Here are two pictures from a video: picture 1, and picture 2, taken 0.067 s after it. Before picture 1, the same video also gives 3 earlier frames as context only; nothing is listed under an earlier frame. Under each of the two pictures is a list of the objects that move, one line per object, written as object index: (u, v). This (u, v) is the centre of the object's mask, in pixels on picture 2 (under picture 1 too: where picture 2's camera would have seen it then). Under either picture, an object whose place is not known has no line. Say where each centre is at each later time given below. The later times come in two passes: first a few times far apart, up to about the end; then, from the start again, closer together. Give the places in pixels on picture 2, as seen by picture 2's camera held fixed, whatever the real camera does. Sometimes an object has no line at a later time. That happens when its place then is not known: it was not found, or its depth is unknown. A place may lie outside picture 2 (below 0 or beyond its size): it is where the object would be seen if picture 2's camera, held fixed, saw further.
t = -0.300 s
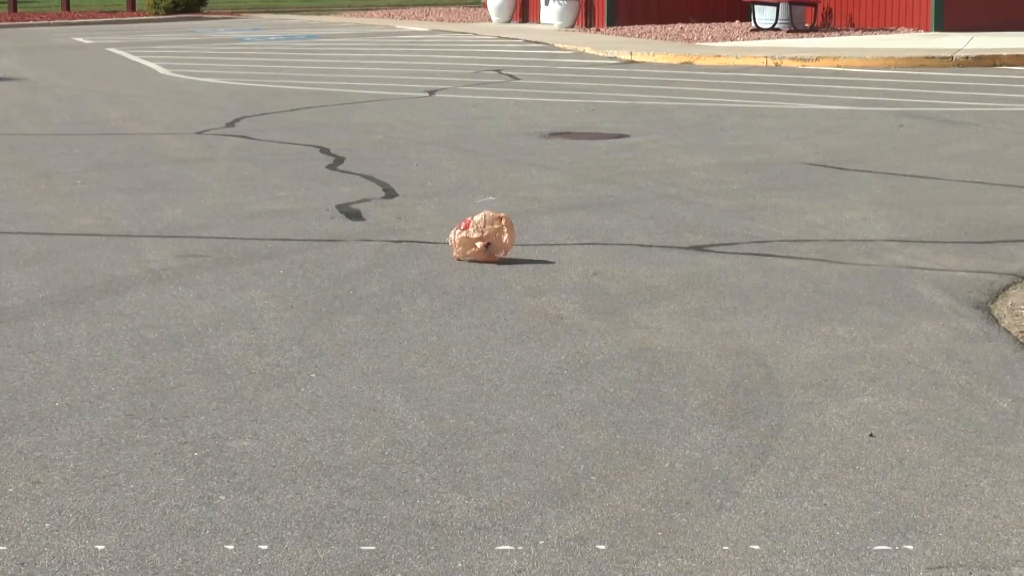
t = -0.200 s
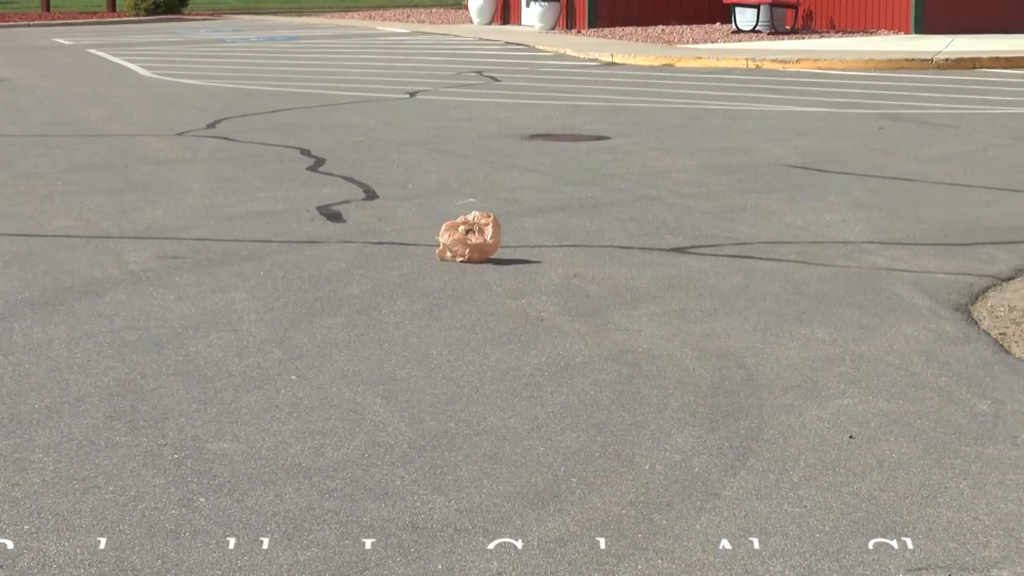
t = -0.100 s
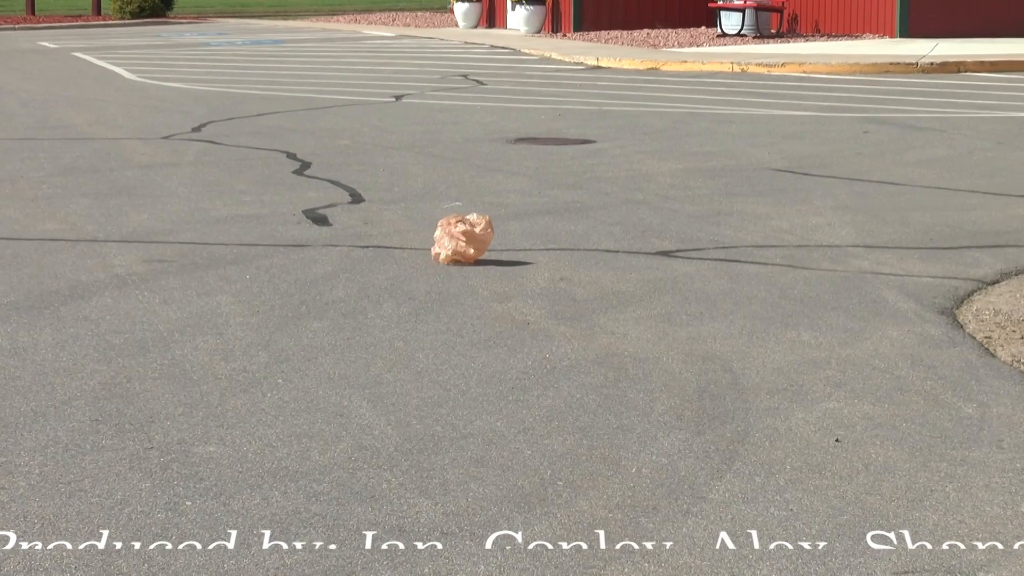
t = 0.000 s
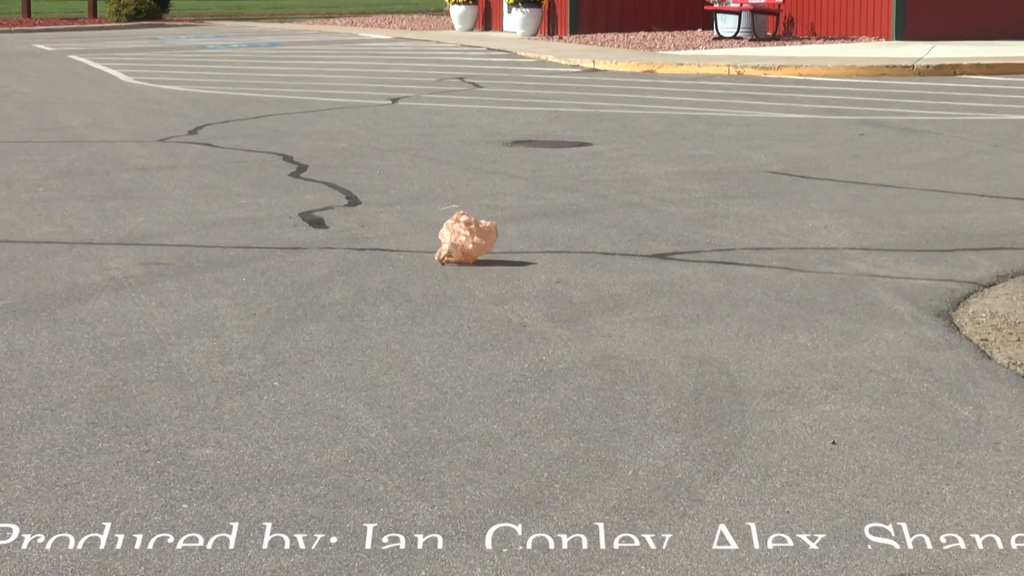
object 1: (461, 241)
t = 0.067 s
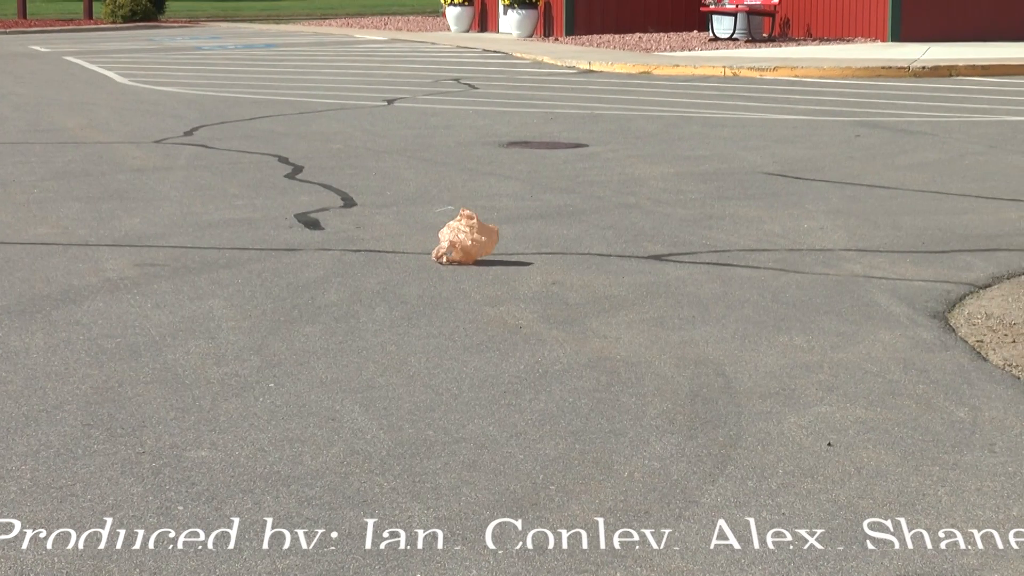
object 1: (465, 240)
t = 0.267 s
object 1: (479, 239)
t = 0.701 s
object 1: (517, 224)
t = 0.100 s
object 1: (468, 239)
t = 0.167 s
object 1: (473, 239)
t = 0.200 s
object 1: (475, 239)
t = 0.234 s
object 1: (477, 239)
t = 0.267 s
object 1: (479, 239)
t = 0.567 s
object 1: (503, 231)
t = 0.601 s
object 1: (506, 229)
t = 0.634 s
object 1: (510, 227)
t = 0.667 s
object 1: (513, 226)
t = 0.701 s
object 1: (517, 224)
